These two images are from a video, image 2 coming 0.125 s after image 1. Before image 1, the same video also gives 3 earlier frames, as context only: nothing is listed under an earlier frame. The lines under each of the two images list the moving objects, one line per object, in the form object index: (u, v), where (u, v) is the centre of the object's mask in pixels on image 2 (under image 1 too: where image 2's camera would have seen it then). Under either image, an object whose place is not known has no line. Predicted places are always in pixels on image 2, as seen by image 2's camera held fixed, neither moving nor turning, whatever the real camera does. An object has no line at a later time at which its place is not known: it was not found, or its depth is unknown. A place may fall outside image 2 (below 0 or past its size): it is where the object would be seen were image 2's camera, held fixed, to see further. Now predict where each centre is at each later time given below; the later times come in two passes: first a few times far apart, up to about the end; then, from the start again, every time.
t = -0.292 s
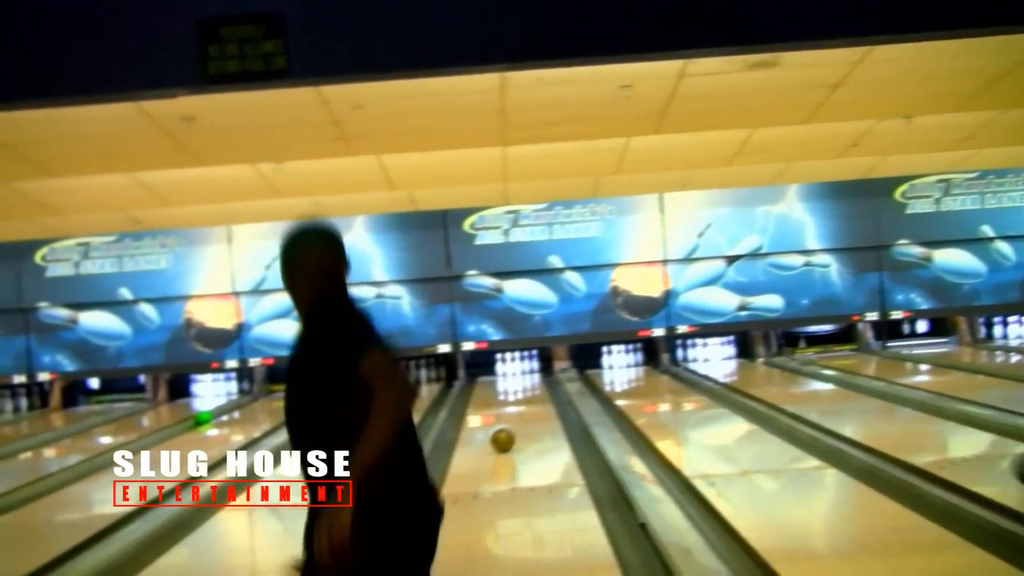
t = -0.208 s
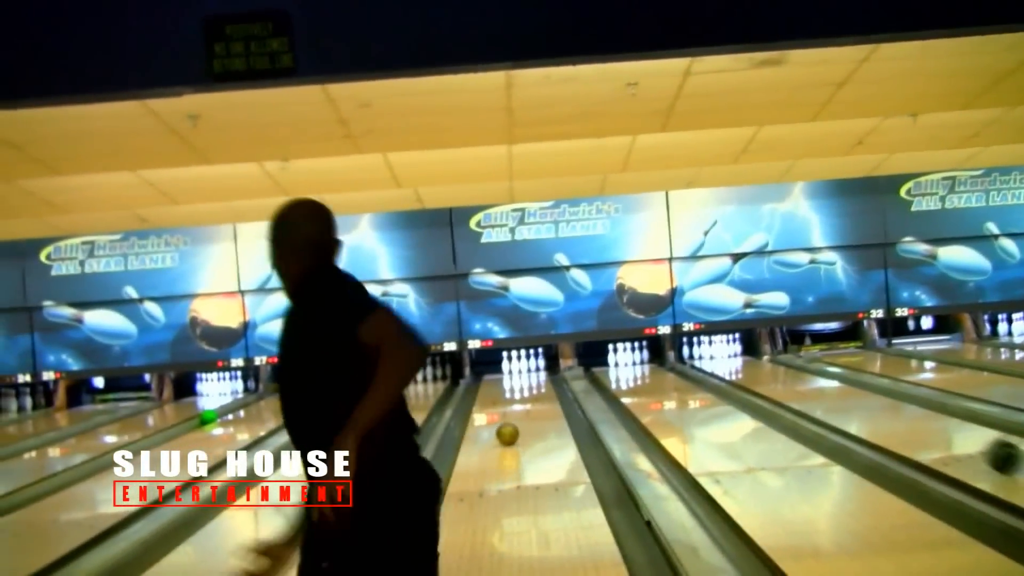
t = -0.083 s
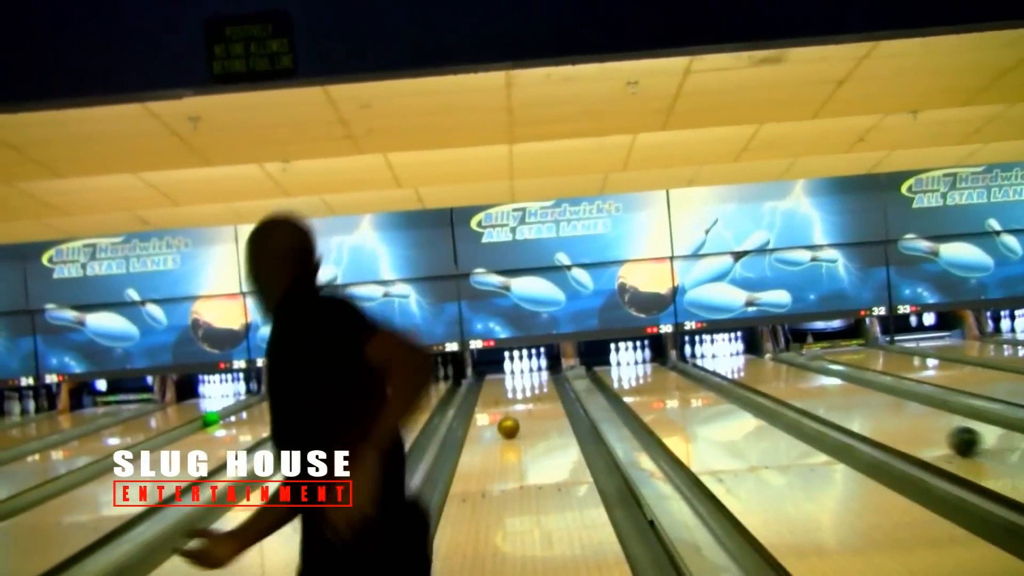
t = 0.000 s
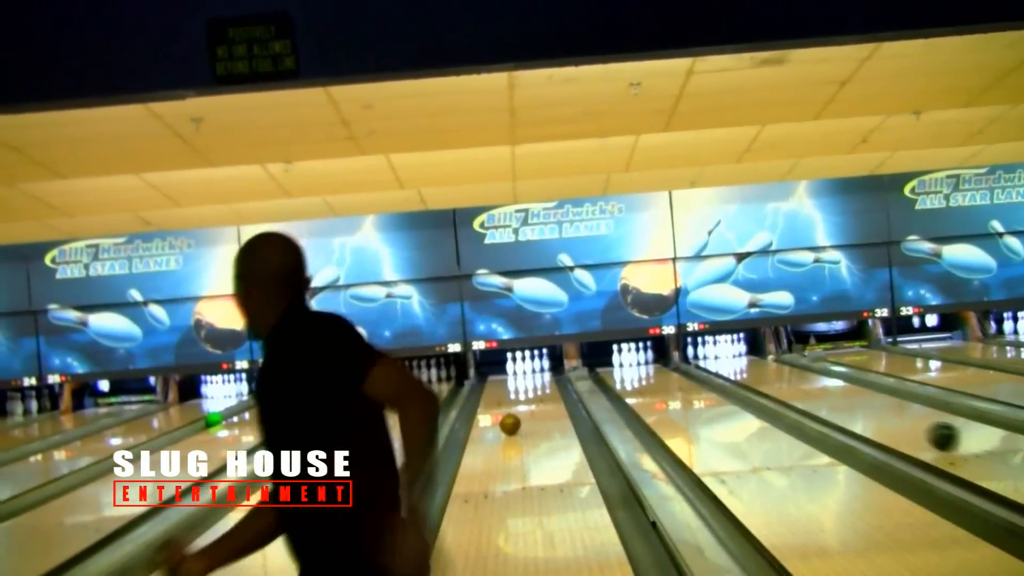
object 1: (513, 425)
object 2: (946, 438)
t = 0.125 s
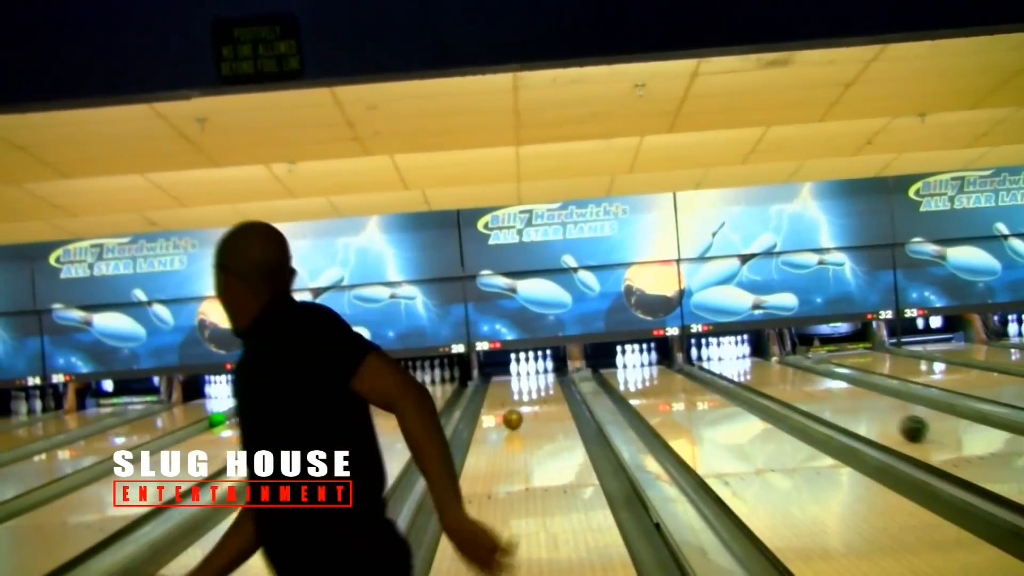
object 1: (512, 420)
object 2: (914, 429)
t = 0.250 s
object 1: (513, 414)
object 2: (885, 420)
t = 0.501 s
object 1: (513, 405)
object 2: (840, 406)
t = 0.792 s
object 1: (511, 398)
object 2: (798, 393)
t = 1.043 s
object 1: (508, 392)
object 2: (768, 386)
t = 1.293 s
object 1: (506, 389)
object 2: (741, 384)
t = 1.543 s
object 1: (507, 387)
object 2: (728, 379)
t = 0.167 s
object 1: (513, 418)
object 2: (904, 425)
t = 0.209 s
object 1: (513, 415)
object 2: (894, 422)
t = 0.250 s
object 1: (513, 414)
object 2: (885, 420)
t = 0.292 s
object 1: (513, 413)
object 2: (877, 417)
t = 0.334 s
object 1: (513, 412)
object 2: (869, 415)
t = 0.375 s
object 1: (513, 409)
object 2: (861, 412)
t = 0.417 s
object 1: (513, 408)
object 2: (855, 410)
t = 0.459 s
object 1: (513, 407)
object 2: (847, 407)
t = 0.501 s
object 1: (513, 405)
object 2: (840, 406)
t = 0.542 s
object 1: (513, 403)
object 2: (834, 403)
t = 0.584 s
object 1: (513, 402)
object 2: (827, 401)
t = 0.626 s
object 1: (513, 401)
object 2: (821, 400)
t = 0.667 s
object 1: (513, 400)
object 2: (815, 398)
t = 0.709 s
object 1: (512, 399)
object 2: (809, 397)
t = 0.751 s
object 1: (512, 398)
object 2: (804, 395)
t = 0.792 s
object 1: (511, 398)
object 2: (798, 393)
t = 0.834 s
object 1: (510, 397)
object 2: (793, 392)
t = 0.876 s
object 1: (511, 396)
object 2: (787, 391)
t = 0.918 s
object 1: (510, 395)
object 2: (782, 390)
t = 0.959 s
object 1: (509, 394)
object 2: (777, 389)
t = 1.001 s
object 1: (509, 393)
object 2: (772, 387)
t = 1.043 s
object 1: (508, 392)
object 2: (768, 386)
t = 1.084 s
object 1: (507, 392)
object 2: (763, 385)
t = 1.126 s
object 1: (507, 391)
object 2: (760, 384)
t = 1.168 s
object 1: (507, 391)
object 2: (756, 384)
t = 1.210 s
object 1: (506, 391)
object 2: (750, 383)
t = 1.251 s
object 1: (506, 390)
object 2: (746, 383)
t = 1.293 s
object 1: (506, 389)
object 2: (741, 384)
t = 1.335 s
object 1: (506, 389)
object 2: (737, 383)
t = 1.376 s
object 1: (506, 388)
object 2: (734, 381)
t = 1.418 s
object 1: (506, 388)
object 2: (731, 381)
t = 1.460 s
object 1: (506, 387)
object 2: (729, 380)
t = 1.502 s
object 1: (507, 386)
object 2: (729, 380)
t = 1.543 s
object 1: (507, 387)
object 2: (728, 379)
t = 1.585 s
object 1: (507, 386)
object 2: (726, 379)
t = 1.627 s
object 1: (508, 386)
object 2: (723, 378)
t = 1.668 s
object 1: (509, 385)
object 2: (722, 377)
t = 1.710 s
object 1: (509, 385)
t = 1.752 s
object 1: (510, 385)
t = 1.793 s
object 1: (510, 384)
